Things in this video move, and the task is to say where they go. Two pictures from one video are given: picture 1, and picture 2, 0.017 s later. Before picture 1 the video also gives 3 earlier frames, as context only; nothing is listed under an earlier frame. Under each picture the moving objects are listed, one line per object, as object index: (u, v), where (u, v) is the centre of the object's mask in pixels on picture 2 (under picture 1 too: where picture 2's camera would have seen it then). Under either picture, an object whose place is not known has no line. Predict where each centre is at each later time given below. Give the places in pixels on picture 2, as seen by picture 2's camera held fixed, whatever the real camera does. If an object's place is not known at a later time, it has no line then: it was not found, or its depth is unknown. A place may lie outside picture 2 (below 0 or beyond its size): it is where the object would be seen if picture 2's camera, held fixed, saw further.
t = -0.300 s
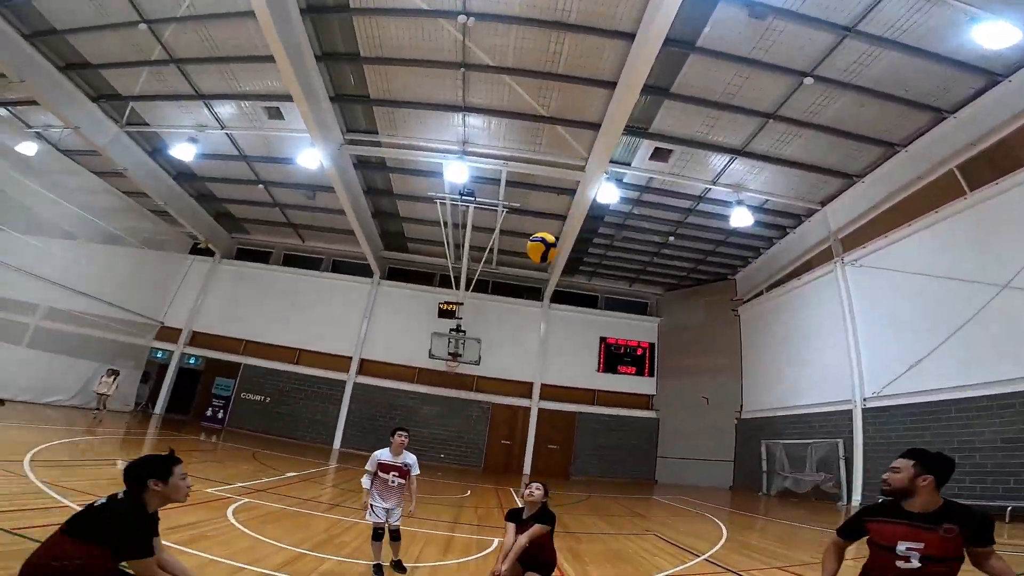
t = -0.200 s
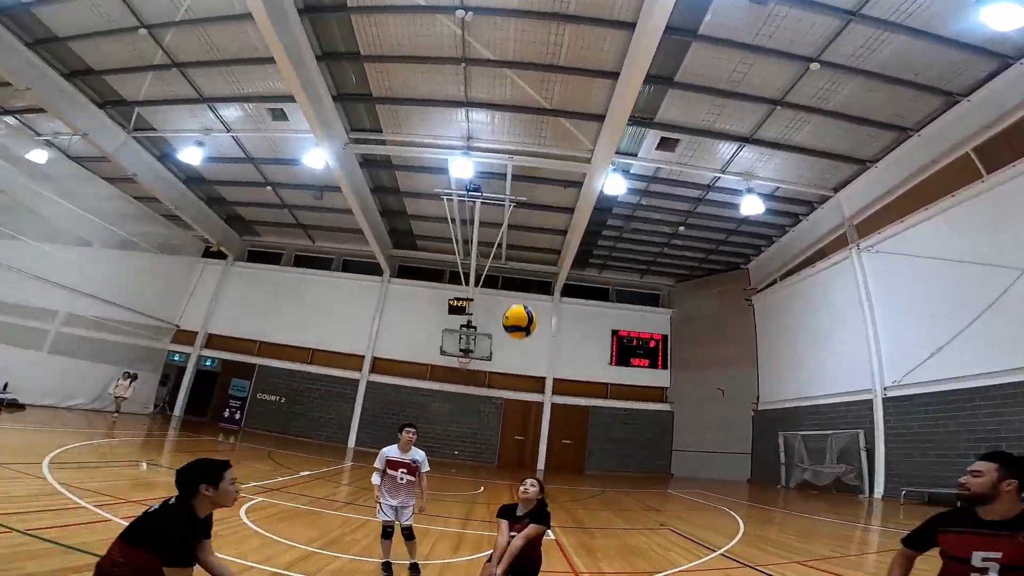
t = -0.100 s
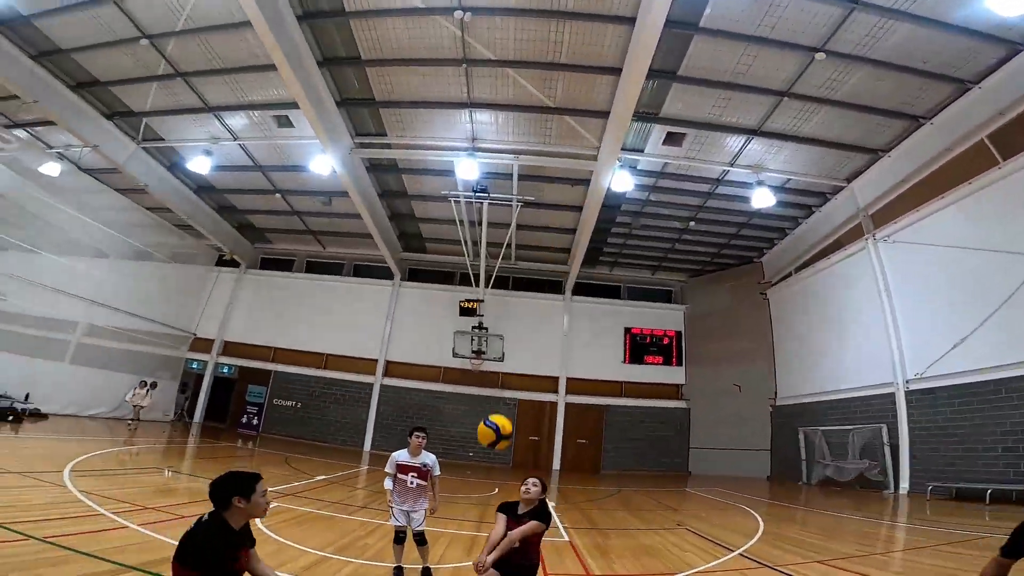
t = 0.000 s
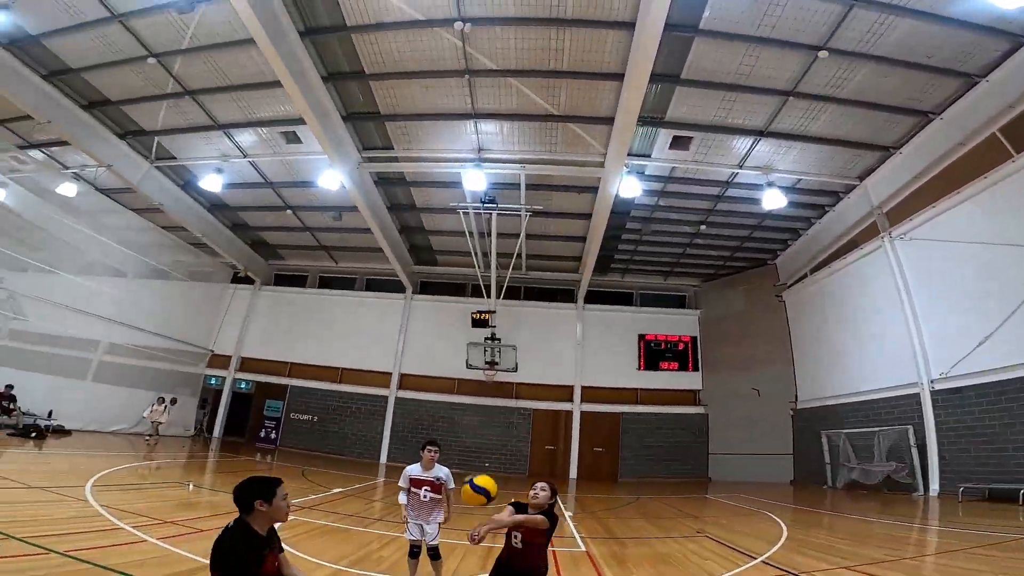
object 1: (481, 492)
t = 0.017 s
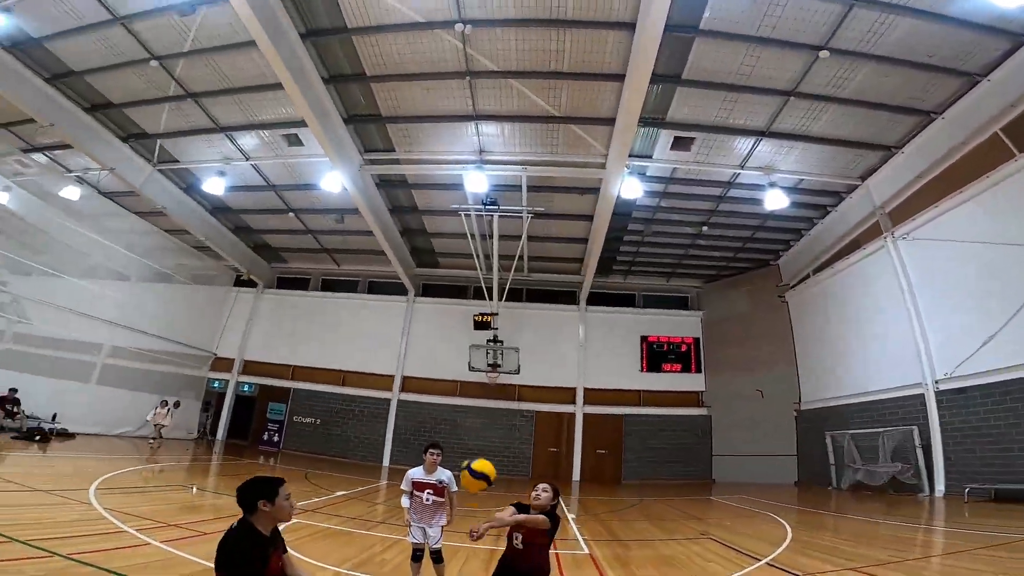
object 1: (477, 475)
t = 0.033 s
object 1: (474, 458)
